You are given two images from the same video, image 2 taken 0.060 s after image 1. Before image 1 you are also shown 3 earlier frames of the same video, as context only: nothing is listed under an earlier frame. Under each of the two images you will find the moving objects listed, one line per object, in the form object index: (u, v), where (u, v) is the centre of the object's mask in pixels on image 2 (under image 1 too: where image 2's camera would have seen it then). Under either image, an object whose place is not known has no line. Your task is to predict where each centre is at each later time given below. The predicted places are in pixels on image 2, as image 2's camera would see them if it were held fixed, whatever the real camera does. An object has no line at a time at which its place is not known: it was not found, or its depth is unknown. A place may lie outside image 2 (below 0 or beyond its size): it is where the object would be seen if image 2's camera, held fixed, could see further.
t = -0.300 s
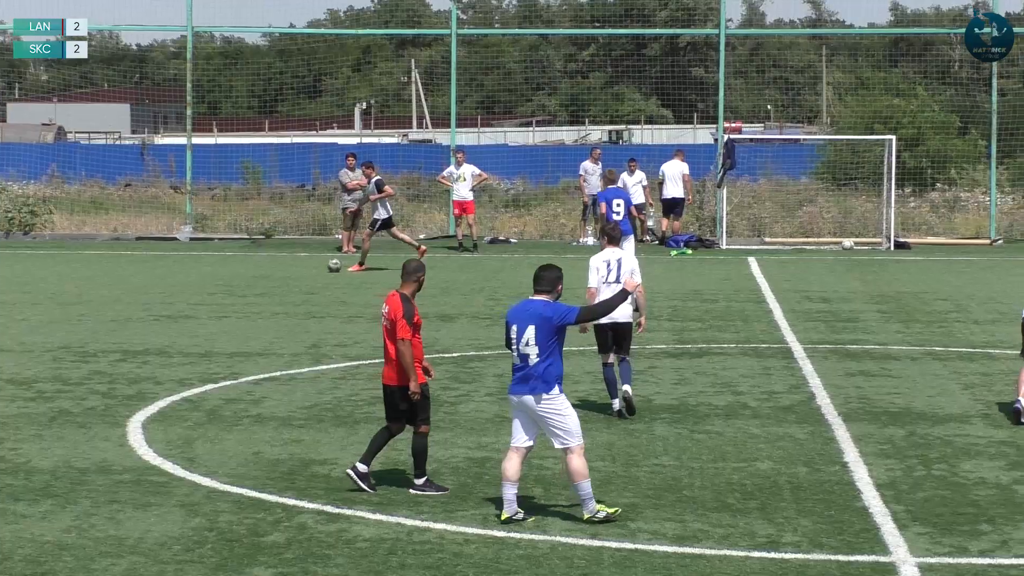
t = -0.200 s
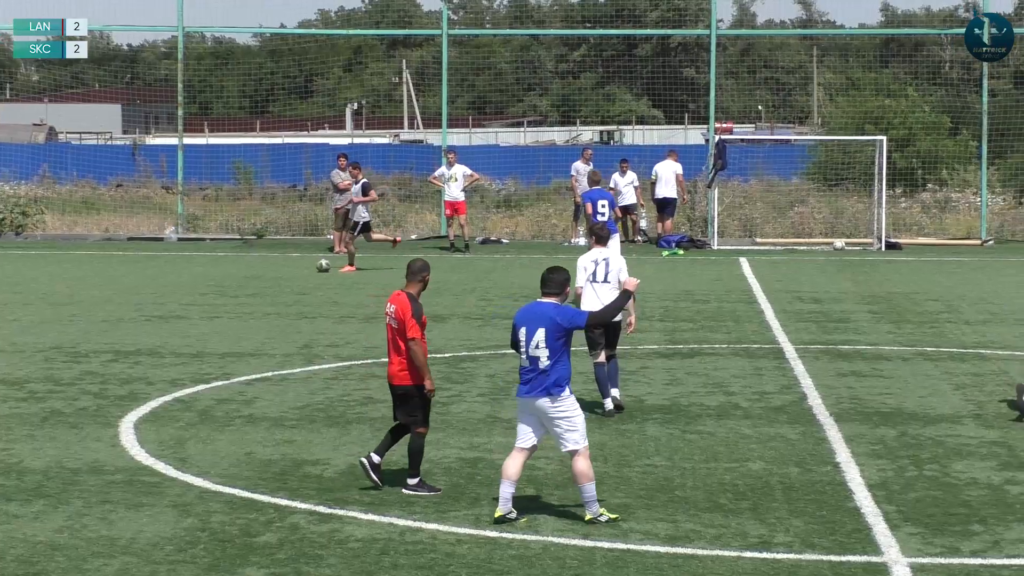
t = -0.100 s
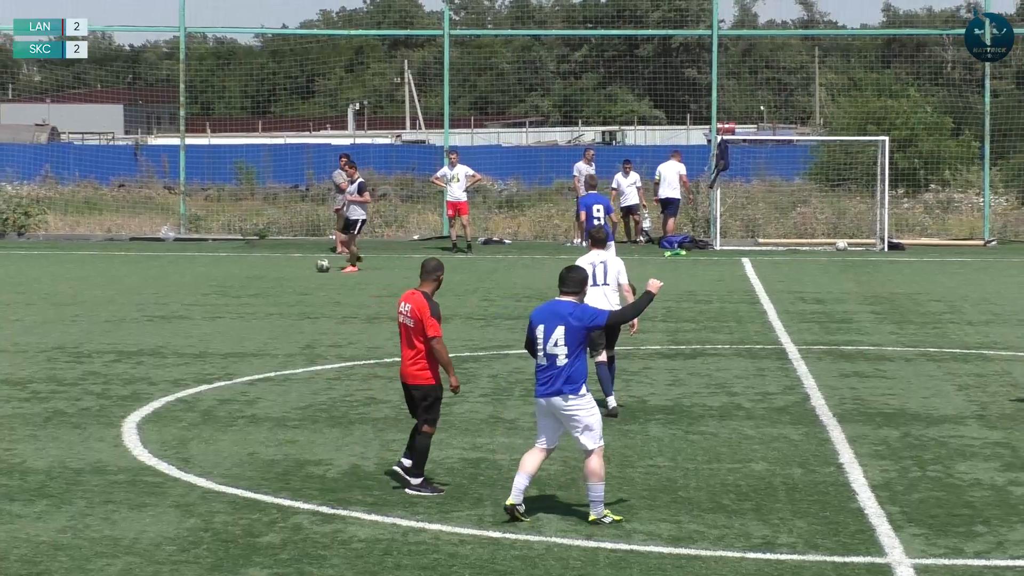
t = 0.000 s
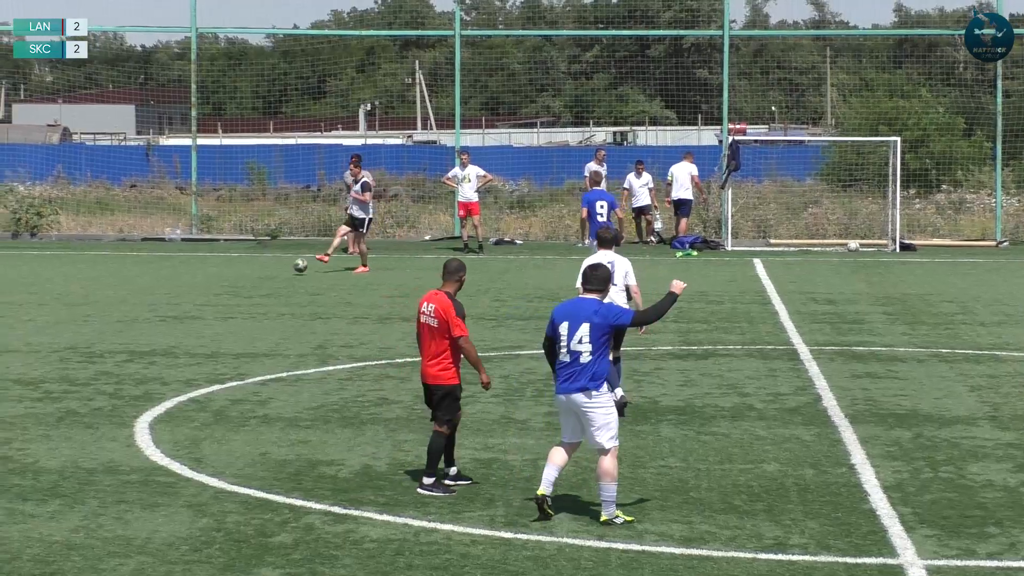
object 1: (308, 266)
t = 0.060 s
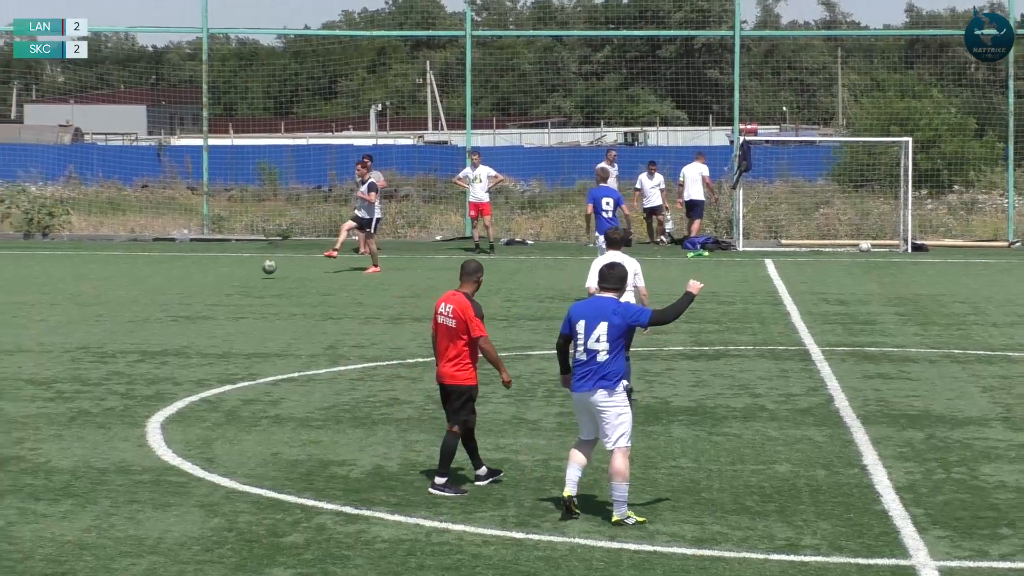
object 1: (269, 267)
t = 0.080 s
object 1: (255, 269)
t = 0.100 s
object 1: (242, 270)
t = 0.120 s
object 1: (229, 272)
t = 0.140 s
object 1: (215, 273)
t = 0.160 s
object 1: (202, 276)
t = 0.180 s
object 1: (189, 279)
